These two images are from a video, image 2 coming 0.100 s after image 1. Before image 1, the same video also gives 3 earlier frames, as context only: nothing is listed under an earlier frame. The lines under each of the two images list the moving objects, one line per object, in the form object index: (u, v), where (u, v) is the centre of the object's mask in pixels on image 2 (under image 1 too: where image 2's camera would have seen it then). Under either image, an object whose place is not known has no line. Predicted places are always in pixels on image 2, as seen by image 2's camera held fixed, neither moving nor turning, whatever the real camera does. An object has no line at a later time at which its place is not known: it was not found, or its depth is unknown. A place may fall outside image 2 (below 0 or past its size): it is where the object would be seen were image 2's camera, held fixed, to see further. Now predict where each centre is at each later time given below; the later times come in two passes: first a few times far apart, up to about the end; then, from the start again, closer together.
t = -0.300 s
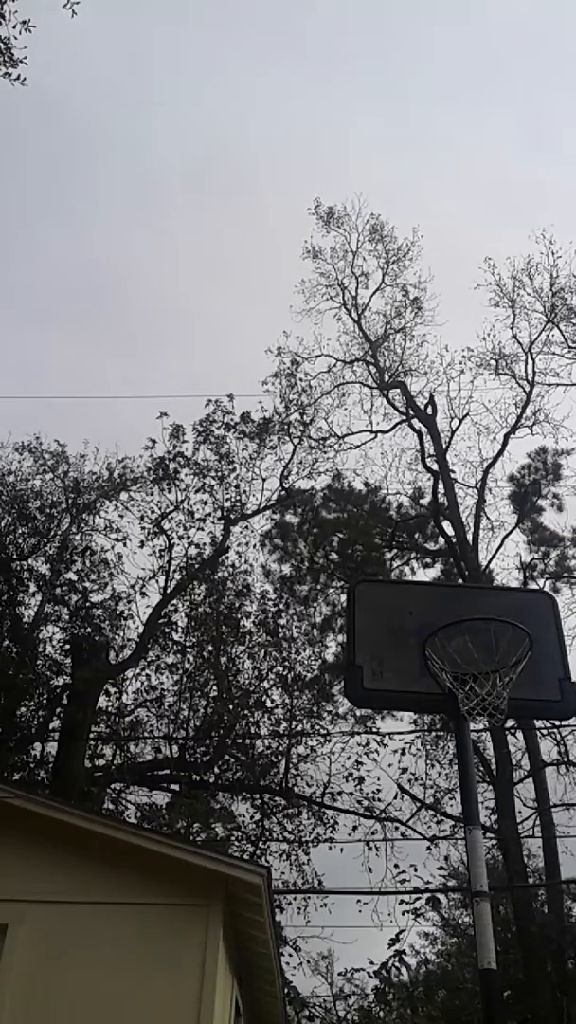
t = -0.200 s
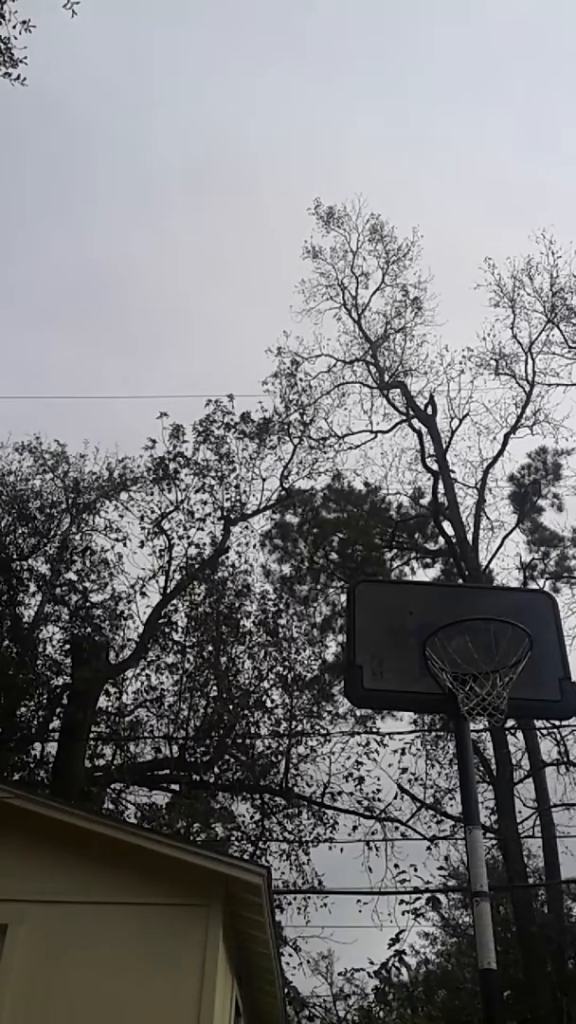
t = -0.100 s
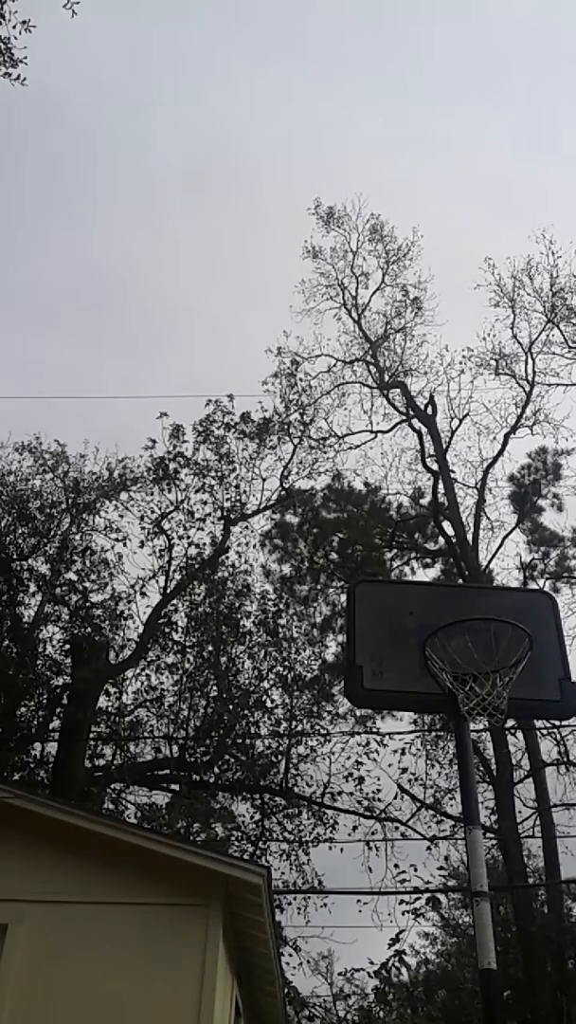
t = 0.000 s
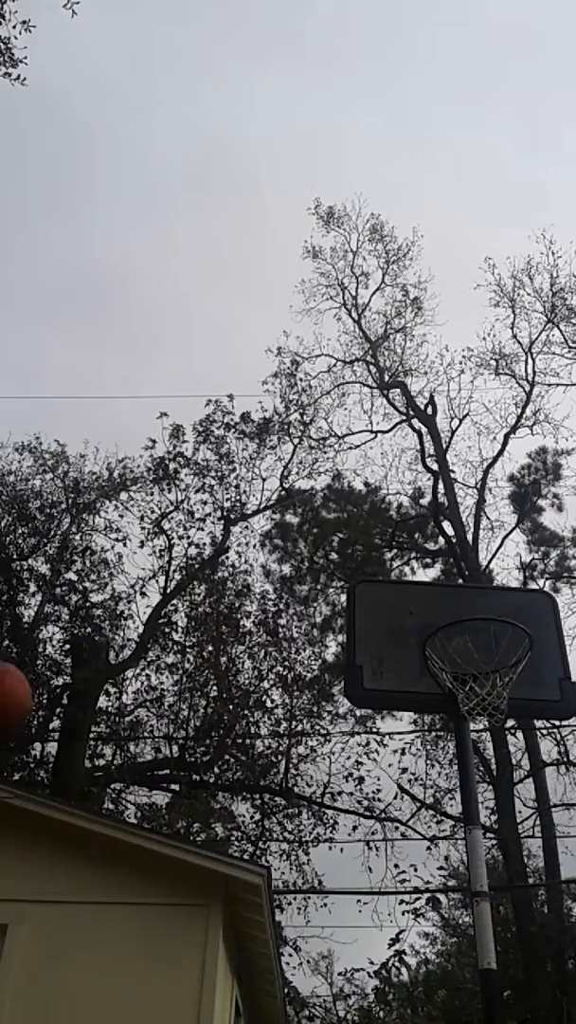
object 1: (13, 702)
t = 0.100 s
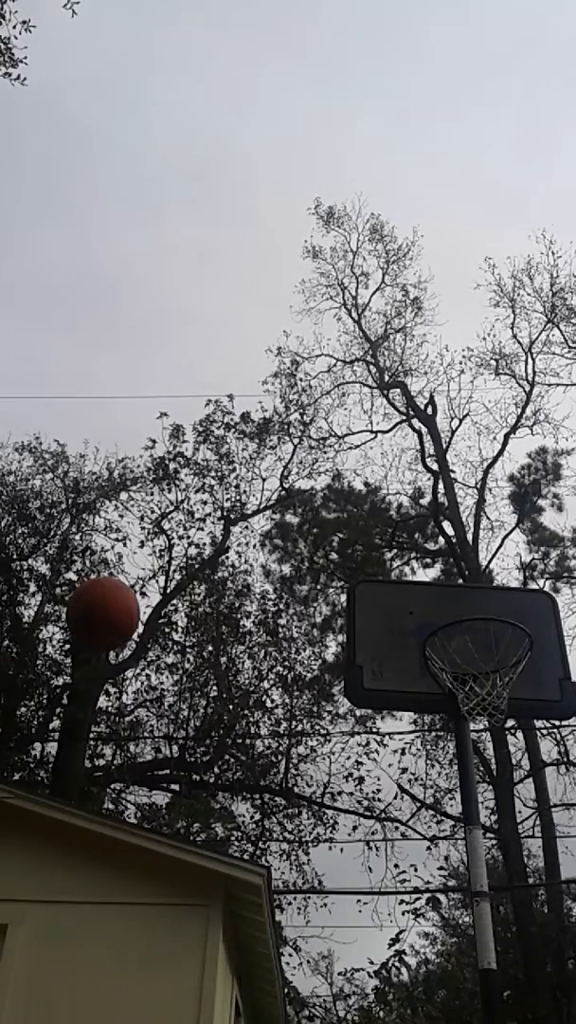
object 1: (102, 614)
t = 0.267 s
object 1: (234, 550)
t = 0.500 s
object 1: (363, 562)
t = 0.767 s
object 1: (485, 639)
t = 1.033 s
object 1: (547, 611)
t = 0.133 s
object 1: (133, 594)
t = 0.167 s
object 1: (161, 578)
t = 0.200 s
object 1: (187, 566)
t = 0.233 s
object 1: (211, 557)
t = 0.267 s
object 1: (234, 550)
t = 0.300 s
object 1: (254, 546)
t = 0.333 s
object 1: (276, 544)
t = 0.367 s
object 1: (294, 543)
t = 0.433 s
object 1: (332, 551)
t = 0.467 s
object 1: (347, 555)
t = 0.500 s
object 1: (363, 562)
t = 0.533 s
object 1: (381, 574)
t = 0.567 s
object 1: (398, 585)
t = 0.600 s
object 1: (413, 598)
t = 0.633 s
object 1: (428, 610)
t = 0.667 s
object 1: (441, 613)
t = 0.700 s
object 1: (455, 615)
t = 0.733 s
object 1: (474, 628)
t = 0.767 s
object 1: (485, 639)
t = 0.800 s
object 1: (494, 634)
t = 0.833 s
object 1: (506, 625)
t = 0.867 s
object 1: (519, 616)
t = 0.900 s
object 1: (526, 615)
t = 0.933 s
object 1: (534, 615)
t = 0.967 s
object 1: (536, 612)
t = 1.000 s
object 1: (541, 611)
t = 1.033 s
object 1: (547, 611)
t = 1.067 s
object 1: (557, 610)
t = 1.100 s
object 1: (561, 613)
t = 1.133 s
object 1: (565, 617)
